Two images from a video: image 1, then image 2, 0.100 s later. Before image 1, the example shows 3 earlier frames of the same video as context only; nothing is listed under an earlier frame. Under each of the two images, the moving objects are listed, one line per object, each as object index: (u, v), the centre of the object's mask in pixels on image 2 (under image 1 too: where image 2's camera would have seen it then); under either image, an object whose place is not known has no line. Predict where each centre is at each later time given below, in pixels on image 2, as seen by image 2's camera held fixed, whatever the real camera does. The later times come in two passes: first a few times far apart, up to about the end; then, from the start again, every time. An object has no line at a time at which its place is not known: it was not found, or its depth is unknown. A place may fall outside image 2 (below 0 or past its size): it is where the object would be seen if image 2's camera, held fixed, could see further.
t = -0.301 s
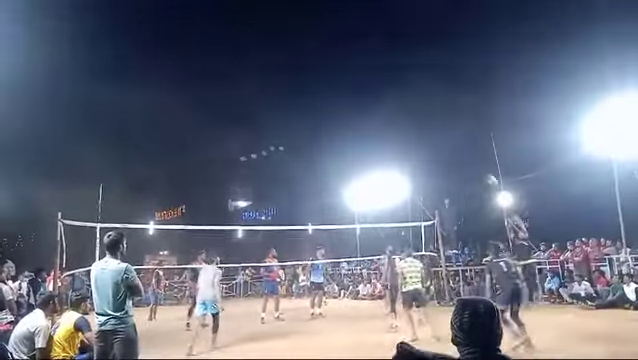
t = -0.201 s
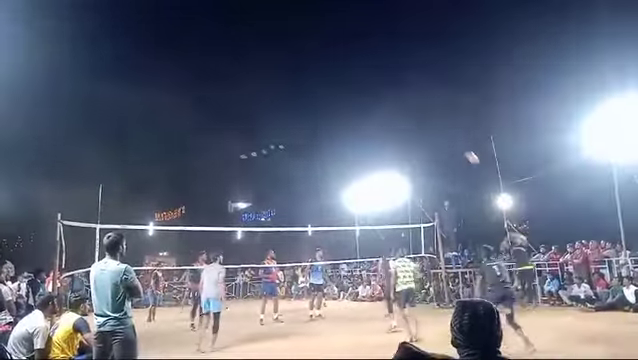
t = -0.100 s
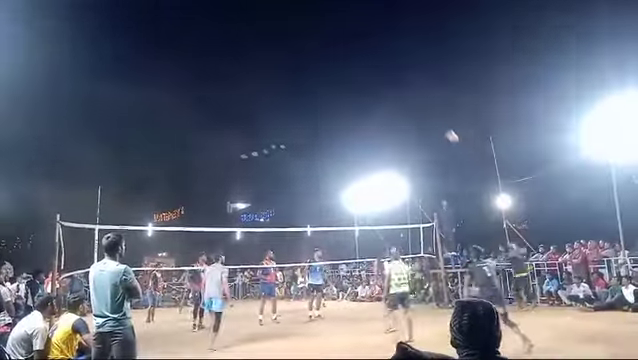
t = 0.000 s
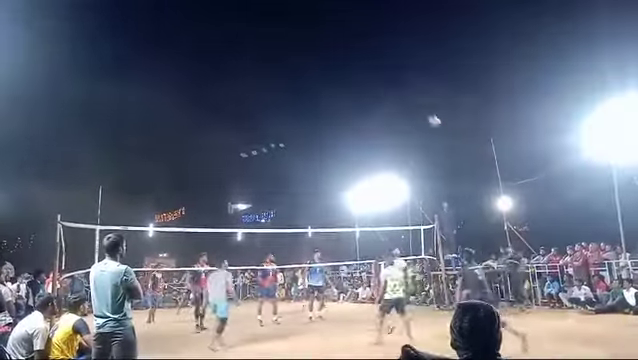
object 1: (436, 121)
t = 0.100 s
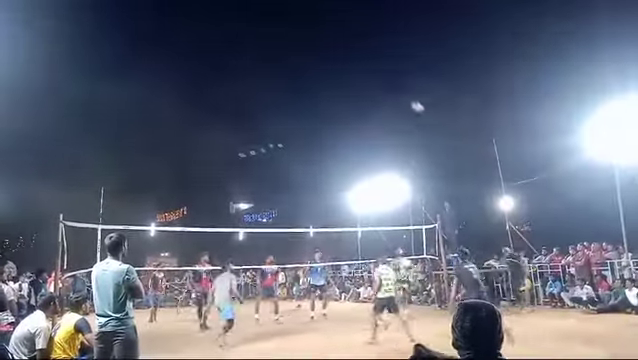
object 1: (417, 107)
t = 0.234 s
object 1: (391, 93)
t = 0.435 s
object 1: (355, 87)
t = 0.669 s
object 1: (310, 100)
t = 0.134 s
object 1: (410, 103)
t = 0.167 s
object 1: (404, 99)
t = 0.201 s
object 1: (398, 97)
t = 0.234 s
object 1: (391, 93)
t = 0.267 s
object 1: (385, 91)
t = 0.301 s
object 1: (379, 90)
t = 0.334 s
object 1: (374, 89)
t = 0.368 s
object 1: (367, 88)
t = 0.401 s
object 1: (361, 87)
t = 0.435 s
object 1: (355, 87)
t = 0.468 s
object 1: (348, 88)
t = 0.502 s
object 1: (342, 88)
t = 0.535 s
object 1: (335, 90)
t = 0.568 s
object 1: (329, 91)
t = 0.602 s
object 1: (322, 93)
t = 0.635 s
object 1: (316, 96)
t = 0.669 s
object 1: (310, 100)
